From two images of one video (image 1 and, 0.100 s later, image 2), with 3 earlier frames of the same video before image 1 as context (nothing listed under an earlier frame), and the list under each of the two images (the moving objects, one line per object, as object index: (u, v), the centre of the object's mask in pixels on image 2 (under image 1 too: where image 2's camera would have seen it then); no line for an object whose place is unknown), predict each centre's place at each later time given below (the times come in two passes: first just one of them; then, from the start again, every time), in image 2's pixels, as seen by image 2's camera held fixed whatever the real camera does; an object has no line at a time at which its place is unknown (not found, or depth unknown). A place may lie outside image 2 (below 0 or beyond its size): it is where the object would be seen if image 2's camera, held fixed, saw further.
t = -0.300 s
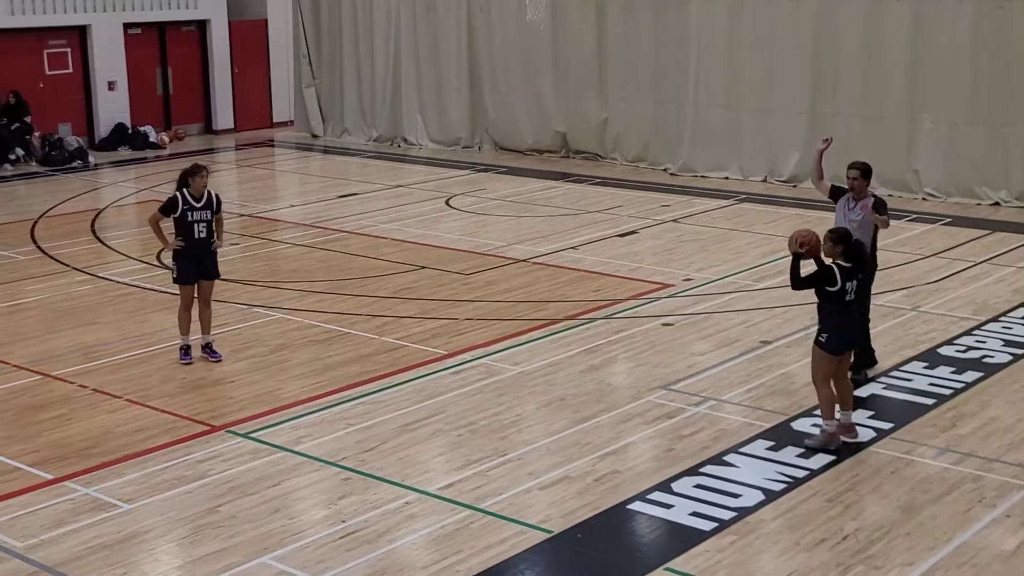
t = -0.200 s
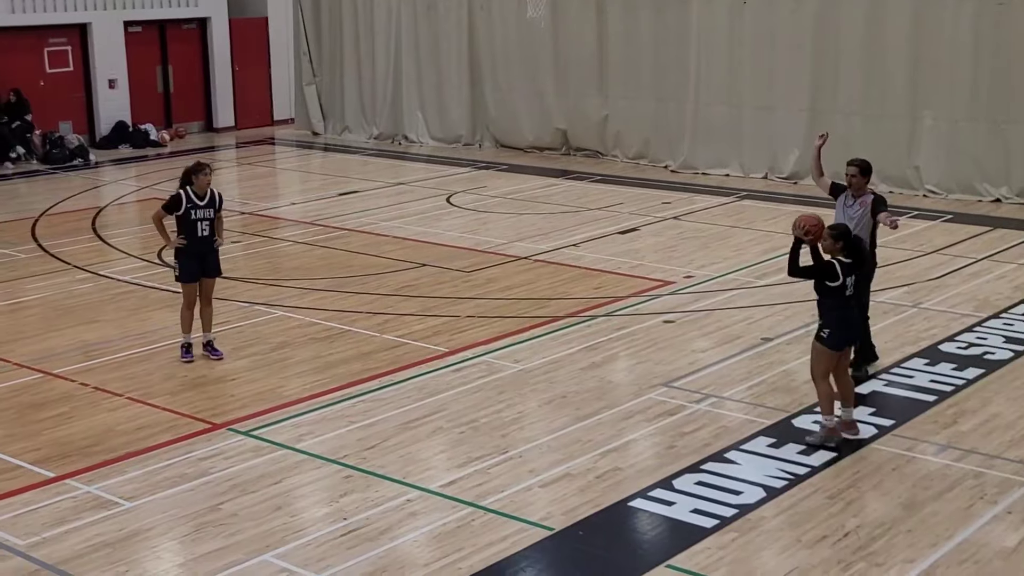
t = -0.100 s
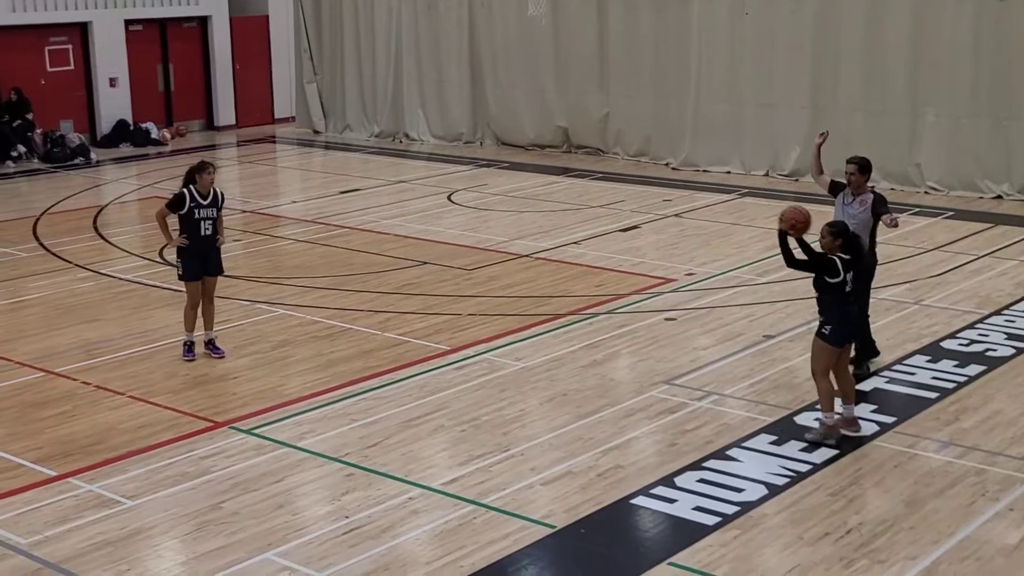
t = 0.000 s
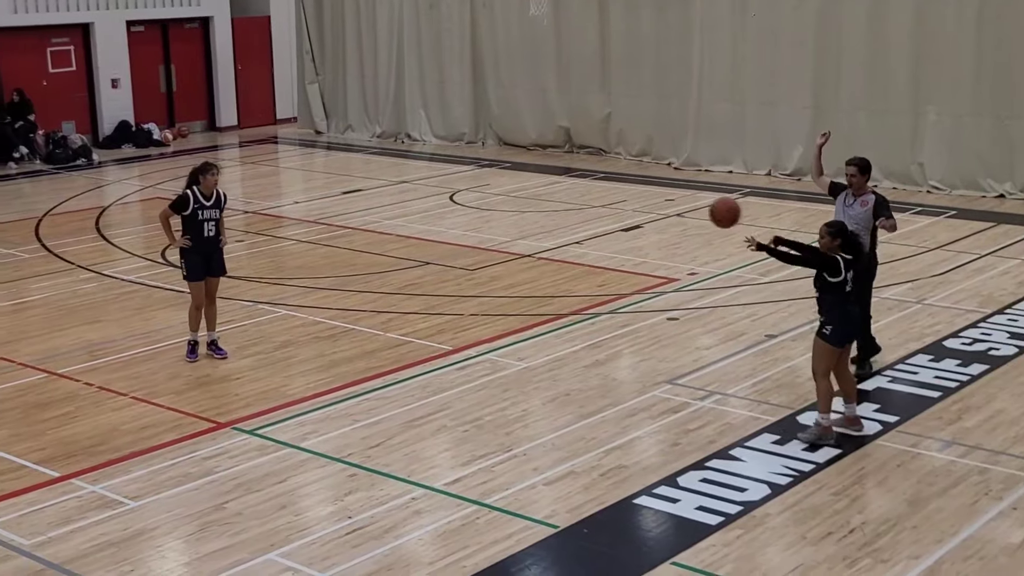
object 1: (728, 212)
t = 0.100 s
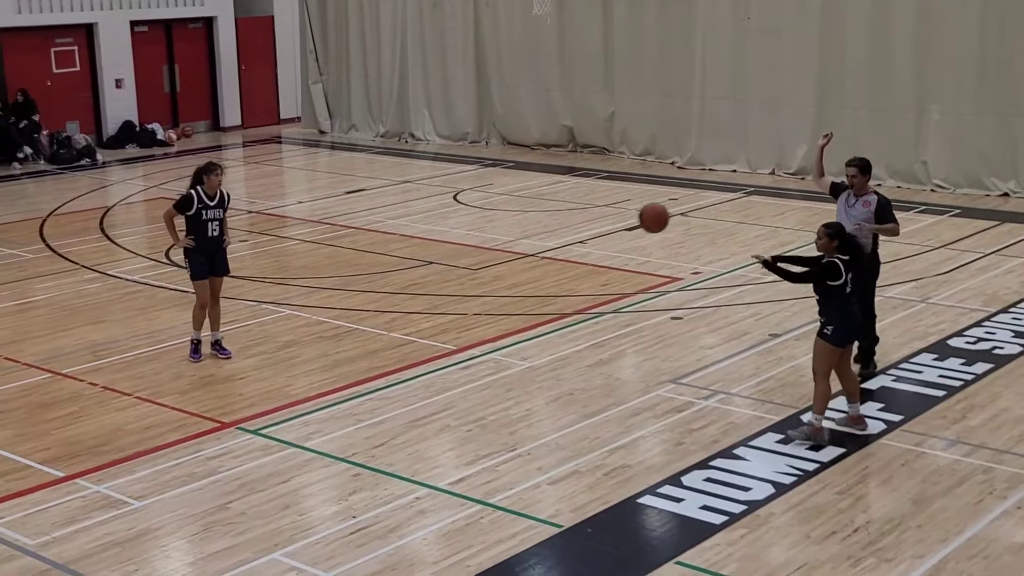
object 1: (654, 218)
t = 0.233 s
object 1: (561, 245)
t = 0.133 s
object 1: (630, 222)
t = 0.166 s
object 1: (606, 228)
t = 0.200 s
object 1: (583, 236)
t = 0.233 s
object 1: (561, 245)
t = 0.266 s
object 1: (539, 254)
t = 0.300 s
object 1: (517, 265)
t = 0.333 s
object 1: (496, 277)
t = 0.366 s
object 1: (476, 289)
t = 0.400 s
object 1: (455, 303)
